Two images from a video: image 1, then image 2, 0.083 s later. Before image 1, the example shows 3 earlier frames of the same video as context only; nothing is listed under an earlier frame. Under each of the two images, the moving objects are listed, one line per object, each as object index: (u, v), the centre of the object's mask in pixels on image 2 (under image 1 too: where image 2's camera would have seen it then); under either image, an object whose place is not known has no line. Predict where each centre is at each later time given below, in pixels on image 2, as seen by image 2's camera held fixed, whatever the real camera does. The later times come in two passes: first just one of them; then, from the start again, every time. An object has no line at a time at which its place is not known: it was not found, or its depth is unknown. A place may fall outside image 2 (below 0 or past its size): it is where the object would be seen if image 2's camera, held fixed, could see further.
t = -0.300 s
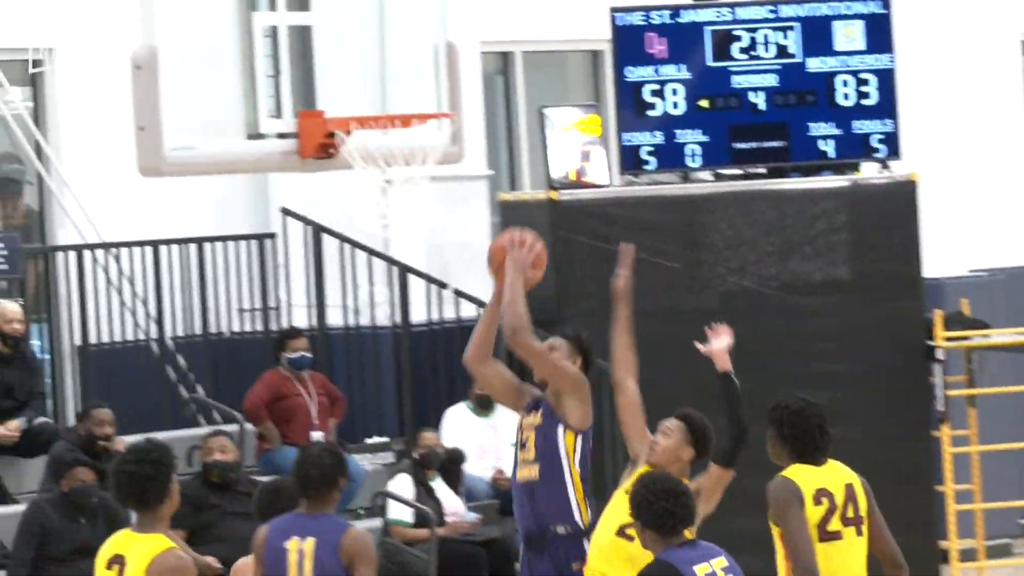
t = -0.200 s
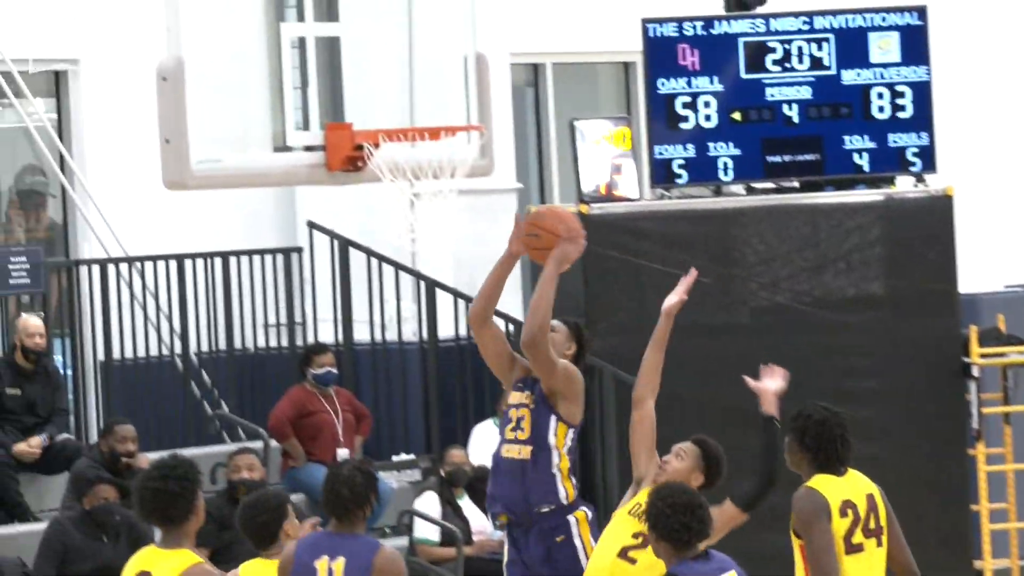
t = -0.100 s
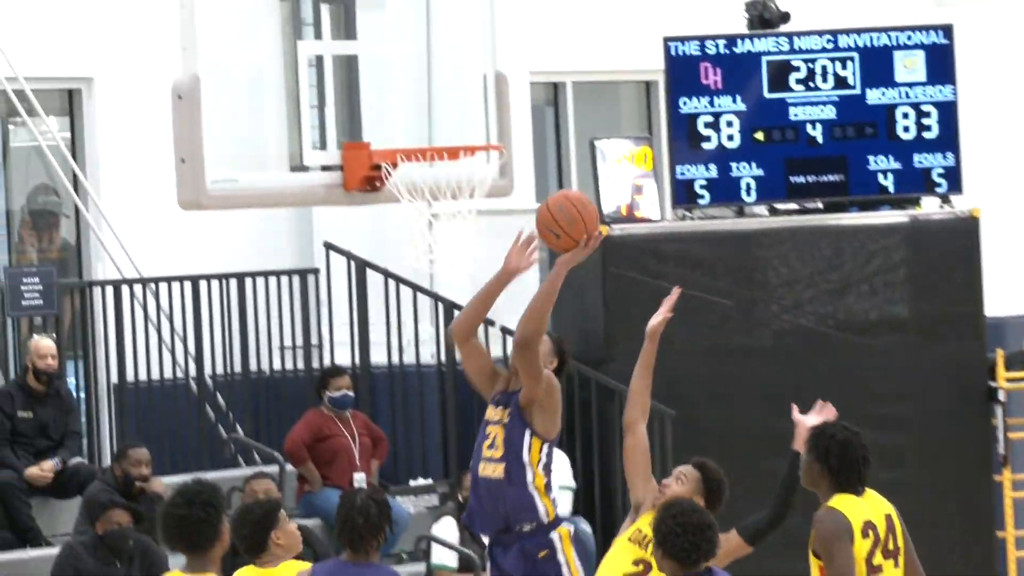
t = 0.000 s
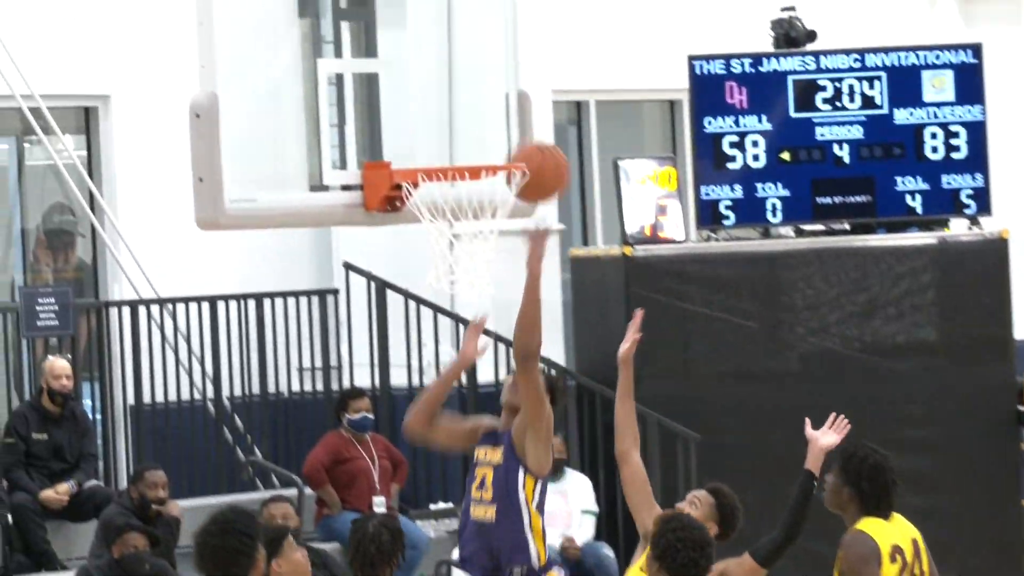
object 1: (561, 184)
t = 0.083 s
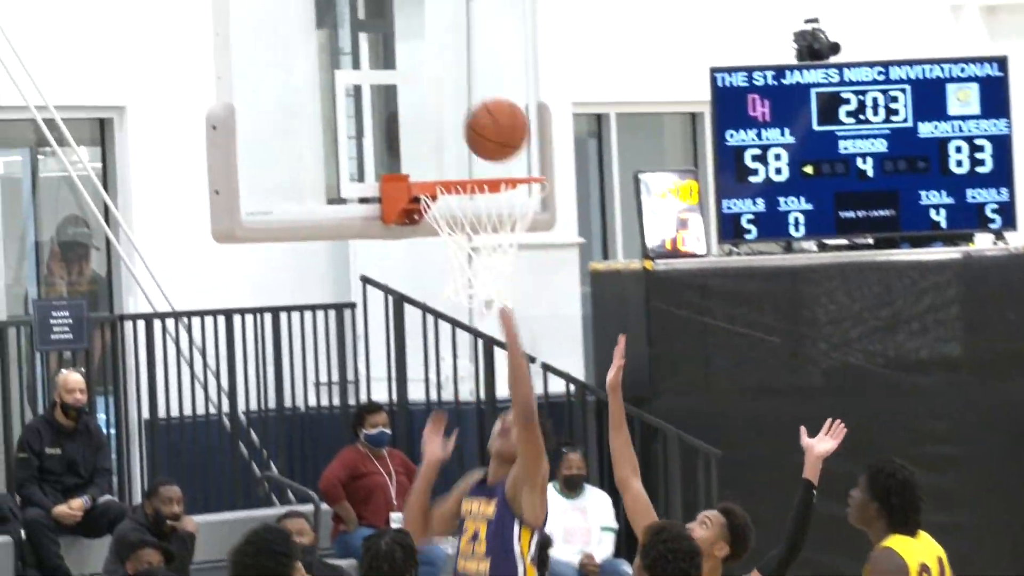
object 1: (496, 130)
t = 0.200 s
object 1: (458, 106)
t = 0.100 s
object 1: (484, 121)
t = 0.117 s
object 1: (473, 113)
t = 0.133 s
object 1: (461, 105)
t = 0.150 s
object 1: (458, 103)
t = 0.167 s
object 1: (458, 103)
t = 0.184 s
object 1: (458, 104)
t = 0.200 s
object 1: (458, 106)
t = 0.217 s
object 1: (459, 108)
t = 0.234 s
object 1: (459, 111)
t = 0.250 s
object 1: (459, 115)
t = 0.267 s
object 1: (460, 120)
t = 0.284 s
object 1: (460, 125)
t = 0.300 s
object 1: (461, 131)
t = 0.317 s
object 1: (462, 138)
